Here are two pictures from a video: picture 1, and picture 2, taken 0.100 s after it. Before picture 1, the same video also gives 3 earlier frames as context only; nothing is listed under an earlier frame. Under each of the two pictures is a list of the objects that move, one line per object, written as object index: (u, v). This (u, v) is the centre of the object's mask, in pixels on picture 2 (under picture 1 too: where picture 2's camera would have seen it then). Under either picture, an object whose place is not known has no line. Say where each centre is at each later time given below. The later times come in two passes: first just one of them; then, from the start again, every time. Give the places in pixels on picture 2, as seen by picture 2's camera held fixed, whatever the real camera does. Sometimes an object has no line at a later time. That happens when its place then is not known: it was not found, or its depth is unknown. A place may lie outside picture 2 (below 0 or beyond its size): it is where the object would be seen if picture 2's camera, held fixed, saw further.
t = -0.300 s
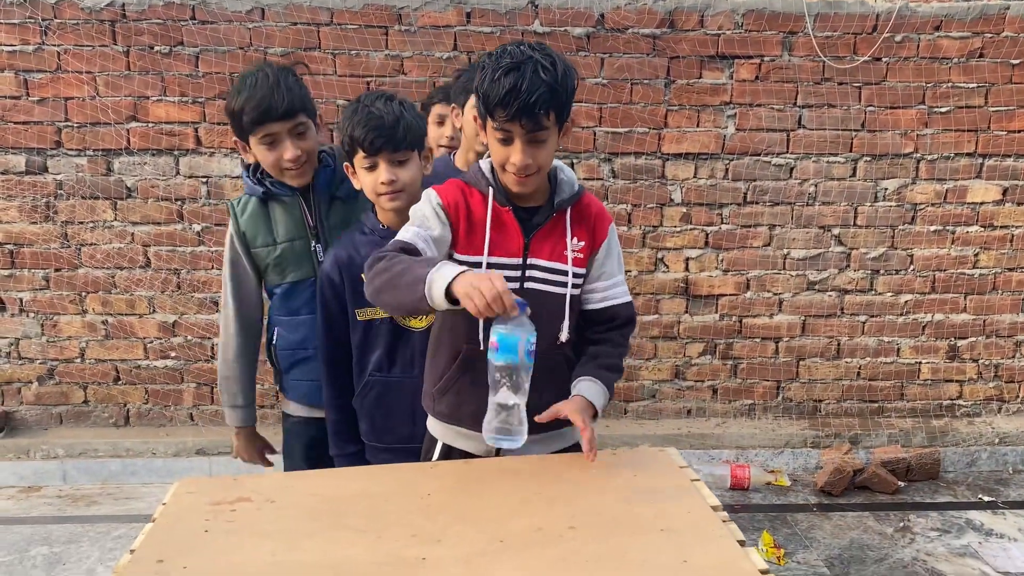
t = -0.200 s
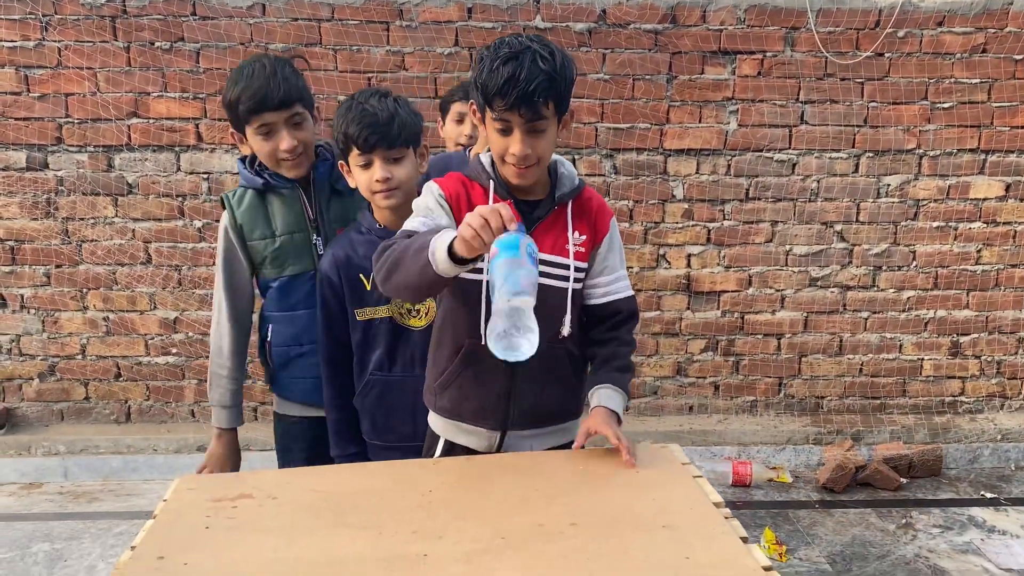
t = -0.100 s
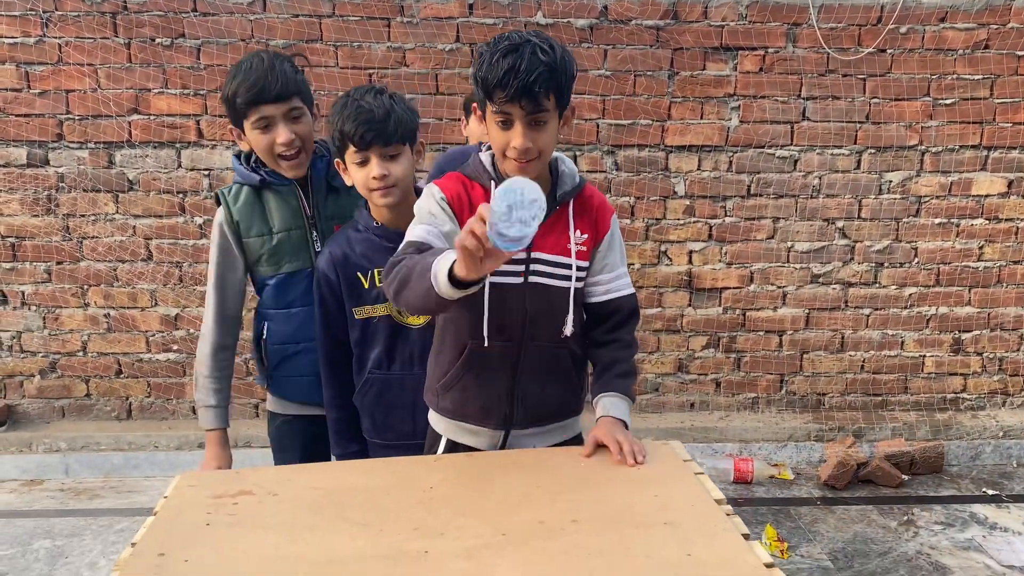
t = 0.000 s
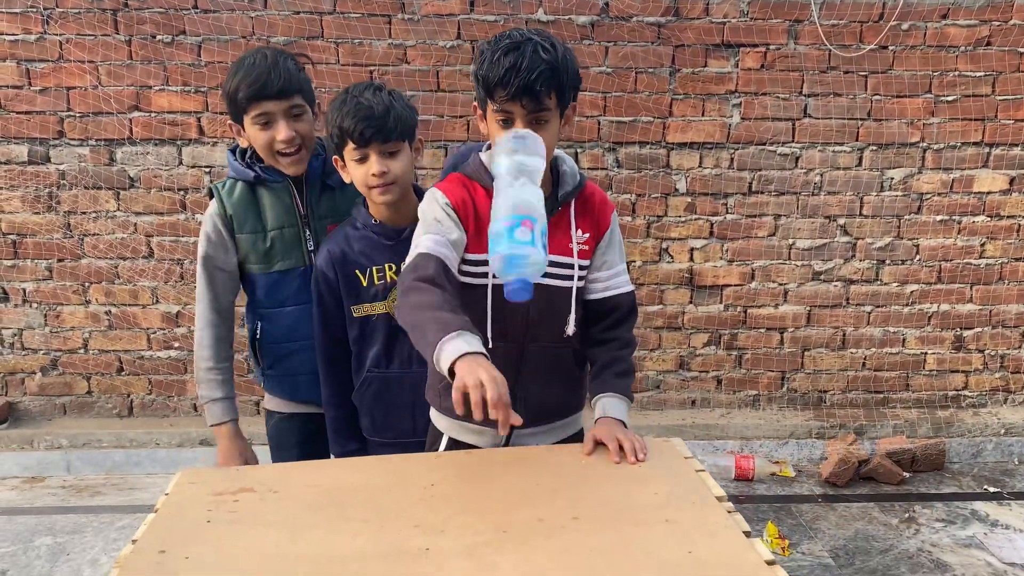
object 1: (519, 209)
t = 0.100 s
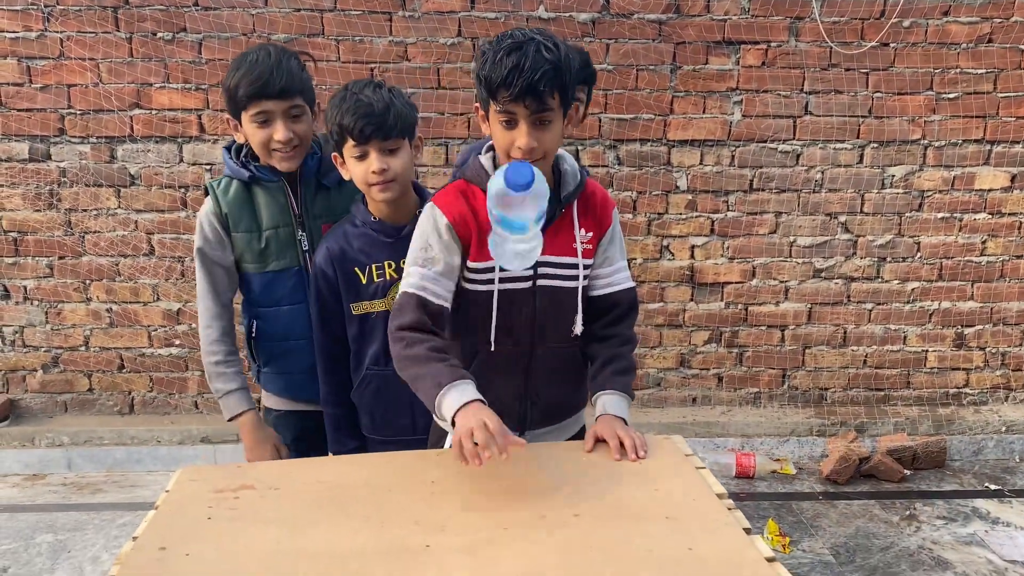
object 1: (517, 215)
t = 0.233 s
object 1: (510, 409)
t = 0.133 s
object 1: (515, 246)
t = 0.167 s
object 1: (514, 290)
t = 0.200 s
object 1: (512, 346)
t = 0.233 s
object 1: (510, 409)
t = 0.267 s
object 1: (508, 481)
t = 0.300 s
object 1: (504, 501)
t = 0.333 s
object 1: (496, 500)
